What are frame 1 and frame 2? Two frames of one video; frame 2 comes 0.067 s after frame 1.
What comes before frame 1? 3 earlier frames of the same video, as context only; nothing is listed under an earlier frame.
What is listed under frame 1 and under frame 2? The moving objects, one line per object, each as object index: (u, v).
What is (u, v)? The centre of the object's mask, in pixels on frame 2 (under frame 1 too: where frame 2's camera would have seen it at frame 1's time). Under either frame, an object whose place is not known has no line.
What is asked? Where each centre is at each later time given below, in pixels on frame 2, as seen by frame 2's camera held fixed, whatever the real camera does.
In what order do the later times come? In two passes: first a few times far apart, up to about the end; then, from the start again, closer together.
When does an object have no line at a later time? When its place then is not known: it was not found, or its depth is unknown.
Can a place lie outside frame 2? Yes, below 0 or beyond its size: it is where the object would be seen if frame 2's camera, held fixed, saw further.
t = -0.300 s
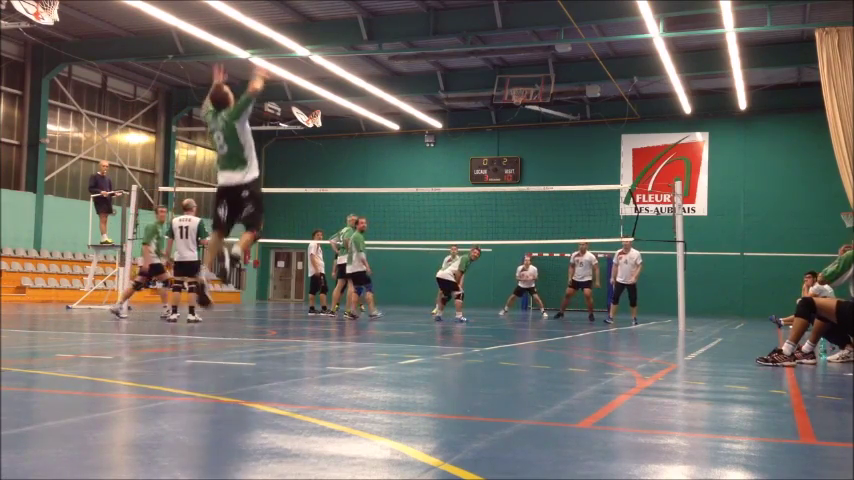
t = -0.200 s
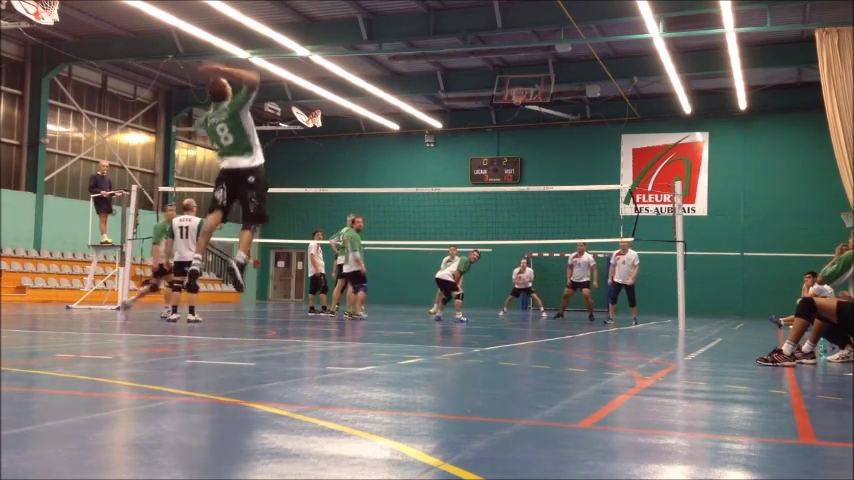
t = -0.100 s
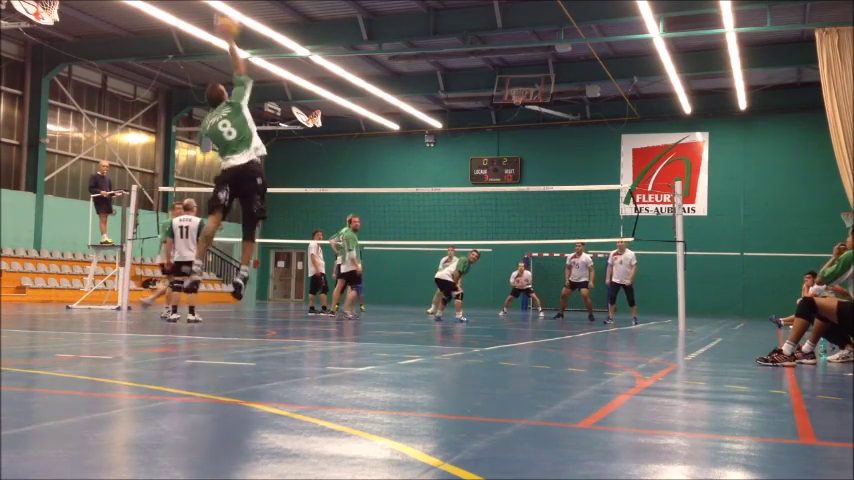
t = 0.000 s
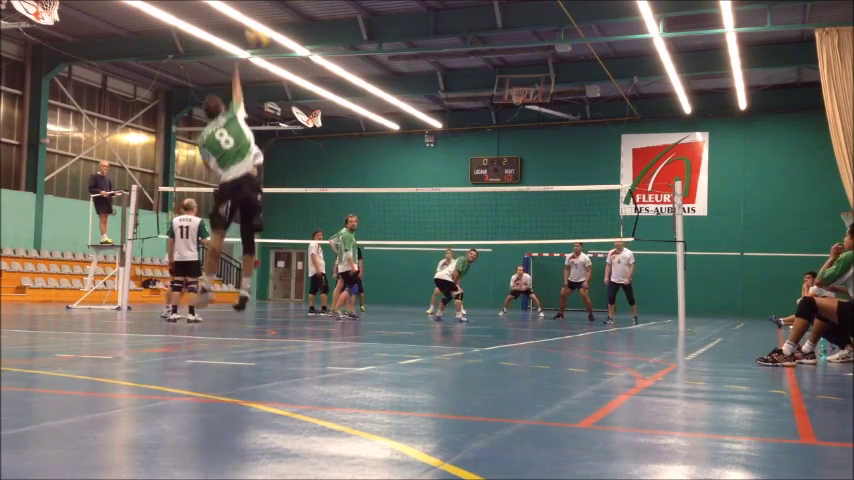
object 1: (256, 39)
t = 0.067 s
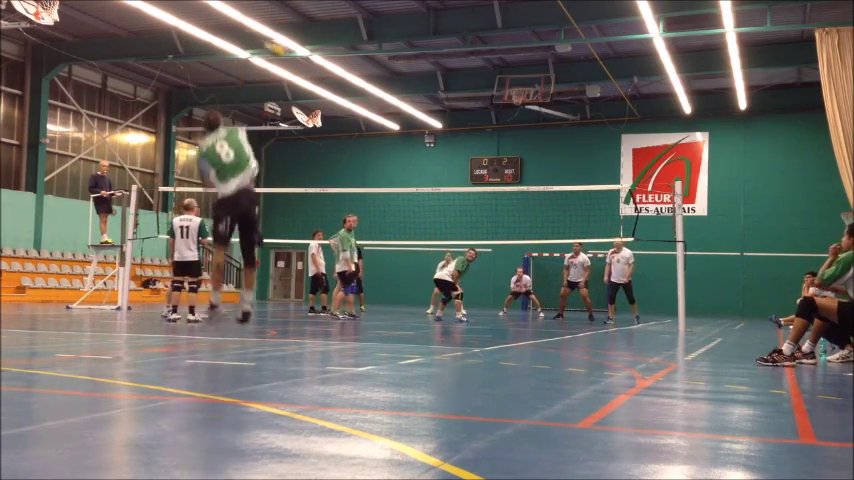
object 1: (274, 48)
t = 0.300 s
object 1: (315, 101)
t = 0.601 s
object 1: (350, 184)
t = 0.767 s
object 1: (355, 184)
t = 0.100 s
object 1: (281, 53)
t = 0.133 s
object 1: (288, 60)
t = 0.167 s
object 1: (294, 66)
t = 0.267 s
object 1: (310, 95)
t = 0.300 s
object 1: (315, 101)
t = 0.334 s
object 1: (320, 109)
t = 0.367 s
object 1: (326, 118)
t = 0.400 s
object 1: (328, 128)
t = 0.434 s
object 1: (332, 137)
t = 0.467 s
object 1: (336, 147)
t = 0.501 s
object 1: (339, 156)
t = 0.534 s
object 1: (343, 165)
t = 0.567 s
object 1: (346, 174)
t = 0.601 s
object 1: (350, 184)
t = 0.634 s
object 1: (351, 185)
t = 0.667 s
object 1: (353, 185)
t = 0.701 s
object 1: (354, 184)
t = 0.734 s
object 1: (354, 185)
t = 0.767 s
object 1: (355, 184)
